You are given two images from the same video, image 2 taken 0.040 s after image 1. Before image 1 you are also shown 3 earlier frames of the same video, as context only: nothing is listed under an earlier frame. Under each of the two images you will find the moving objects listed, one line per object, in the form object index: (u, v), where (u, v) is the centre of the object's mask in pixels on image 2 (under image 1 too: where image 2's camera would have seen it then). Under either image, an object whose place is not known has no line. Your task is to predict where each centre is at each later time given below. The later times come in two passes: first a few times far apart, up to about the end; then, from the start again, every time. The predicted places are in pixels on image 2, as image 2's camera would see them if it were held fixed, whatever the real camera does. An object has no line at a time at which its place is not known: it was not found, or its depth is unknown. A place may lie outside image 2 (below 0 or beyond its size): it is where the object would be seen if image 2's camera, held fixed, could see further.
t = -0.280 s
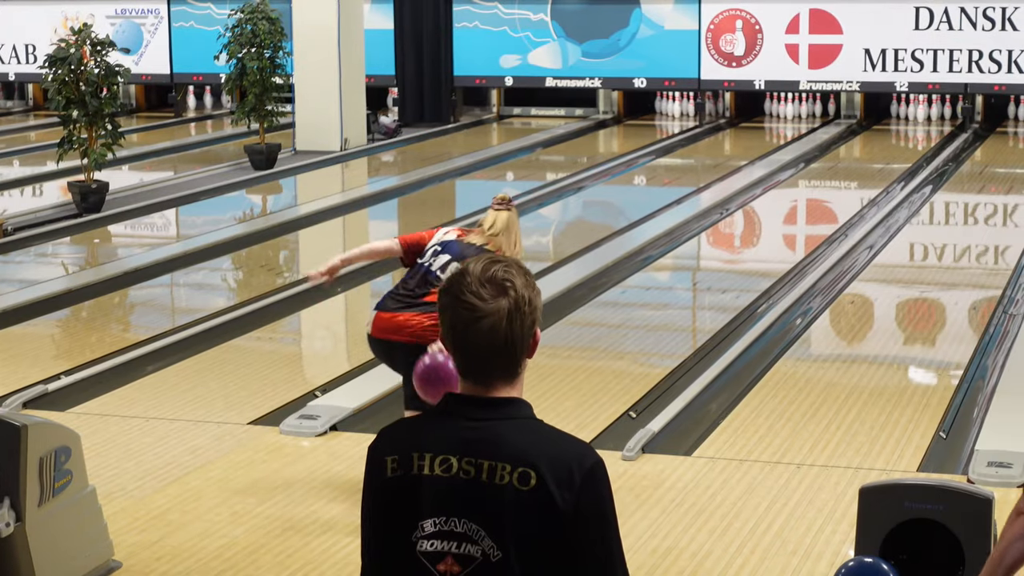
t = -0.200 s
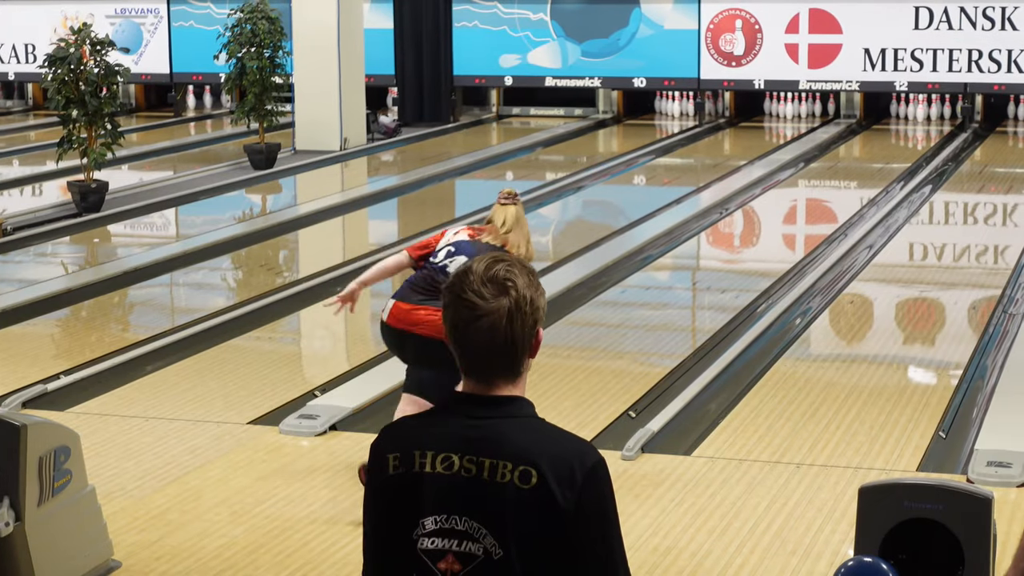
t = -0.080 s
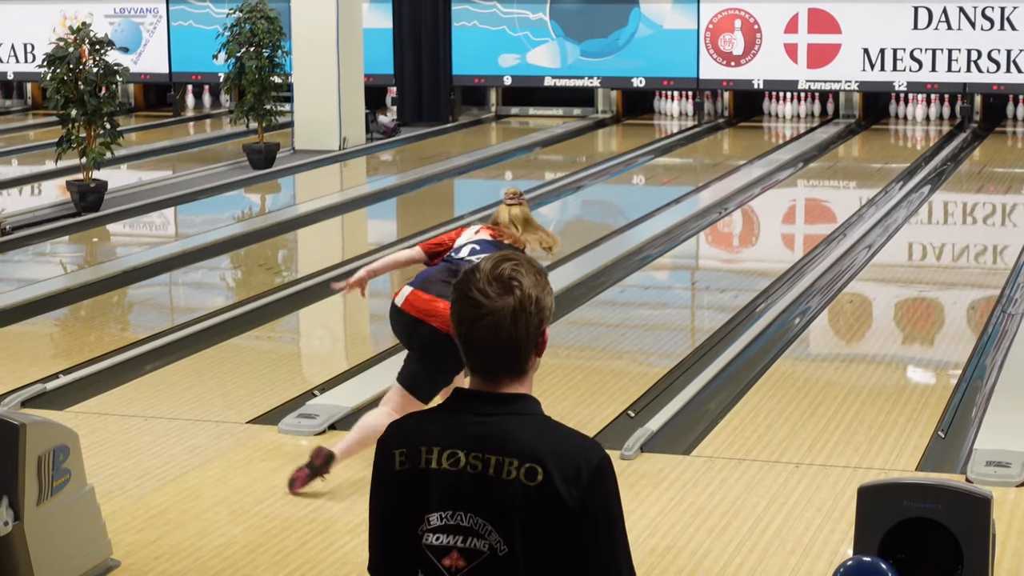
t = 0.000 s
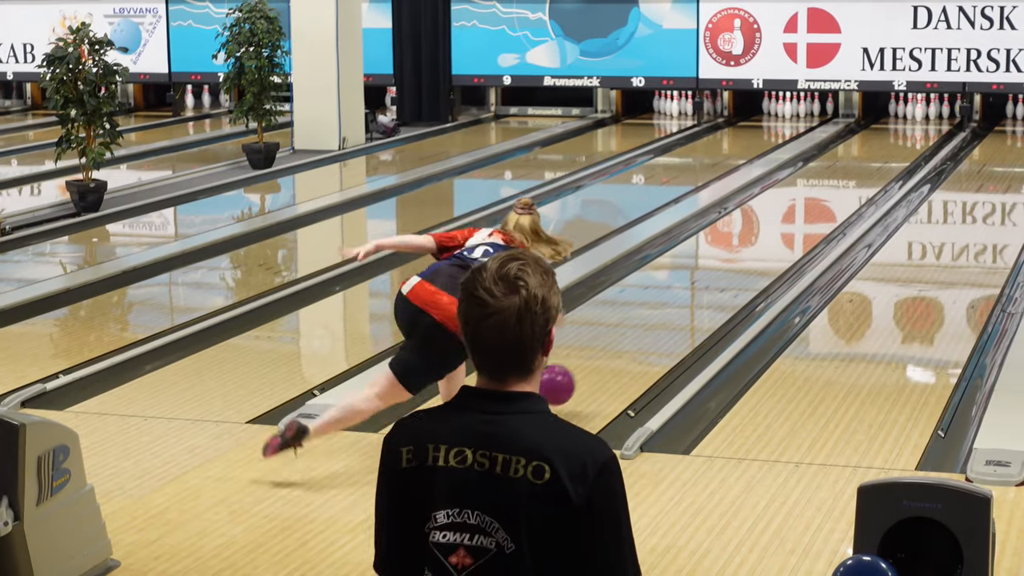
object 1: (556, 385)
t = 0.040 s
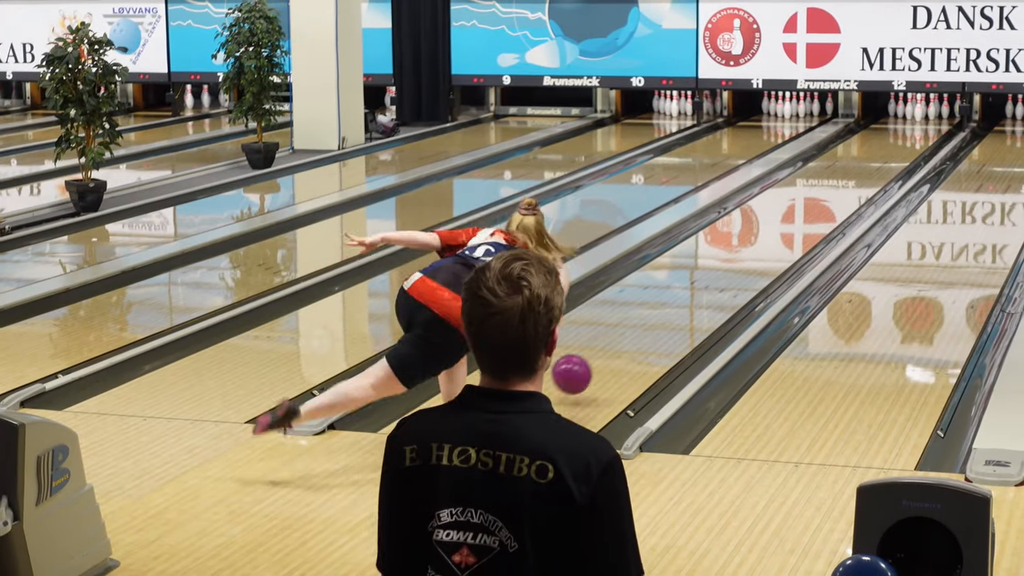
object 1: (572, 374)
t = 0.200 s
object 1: (634, 341)
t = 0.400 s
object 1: (696, 296)
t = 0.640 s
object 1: (754, 255)
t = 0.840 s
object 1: (792, 227)
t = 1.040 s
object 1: (823, 205)
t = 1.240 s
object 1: (850, 185)
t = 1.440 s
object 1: (873, 168)
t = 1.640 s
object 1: (892, 154)
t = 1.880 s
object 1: (910, 139)
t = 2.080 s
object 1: (920, 129)
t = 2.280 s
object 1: (926, 120)
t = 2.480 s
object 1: (931, 113)
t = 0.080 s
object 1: (589, 367)
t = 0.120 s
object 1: (604, 362)
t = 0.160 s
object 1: (620, 350)
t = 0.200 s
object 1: (634, 341)
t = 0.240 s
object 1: (647, 331)
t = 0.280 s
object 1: (660, 322)
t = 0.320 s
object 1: (673, 313)
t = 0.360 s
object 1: (685, 304)
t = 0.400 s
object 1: (696, 296)
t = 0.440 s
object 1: (707, 288)
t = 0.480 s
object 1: (717, 281)
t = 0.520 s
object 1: (727, 274)
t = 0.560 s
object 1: (736, 267)
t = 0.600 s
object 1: (745, 261)
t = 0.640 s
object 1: (754, 255)
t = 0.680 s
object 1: (761, 249)
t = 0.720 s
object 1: (770, 243)
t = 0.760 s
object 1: (777, 238)
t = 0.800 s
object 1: (785, 233)
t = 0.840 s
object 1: (792, 227)
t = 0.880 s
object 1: (799, 223)
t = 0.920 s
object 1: (805, 218)
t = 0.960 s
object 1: (812, 213)
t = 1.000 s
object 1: (818, 209)
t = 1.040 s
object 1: (823, 205)
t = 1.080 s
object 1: (829, 200)
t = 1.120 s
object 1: (835, 196)
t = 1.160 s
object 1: (840, 192)
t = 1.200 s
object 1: (845, 189)
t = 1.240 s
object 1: (850, 185)
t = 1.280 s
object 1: (855, 181)
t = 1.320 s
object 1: (860, 178)
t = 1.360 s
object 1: (864, 175)
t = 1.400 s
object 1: (869, 171)
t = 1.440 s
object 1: (873, 168)
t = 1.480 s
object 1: (877, 165)
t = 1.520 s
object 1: (881, 162)
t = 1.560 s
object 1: (885, 159)
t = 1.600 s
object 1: (889, 157)
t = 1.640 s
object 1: (892, 154)
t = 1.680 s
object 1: (896, 151)
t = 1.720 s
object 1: (899, 149)
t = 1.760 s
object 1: (902, 146)
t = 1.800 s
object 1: (904, 144)
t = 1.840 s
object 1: (907, 142)
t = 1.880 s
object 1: (910, 139)
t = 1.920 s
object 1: (912, 137)
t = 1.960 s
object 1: (914, 135)
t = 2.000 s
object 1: (916, 133)
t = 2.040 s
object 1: (918, 131)
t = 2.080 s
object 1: (920, 129)
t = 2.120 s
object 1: (922, 127)
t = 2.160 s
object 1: (923, 126)
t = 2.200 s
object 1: (924, 124)
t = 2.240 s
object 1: (925, 122)
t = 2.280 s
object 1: (926, 120)
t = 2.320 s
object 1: (927, 119)
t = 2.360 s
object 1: (928, 117)
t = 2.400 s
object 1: (928, 116)
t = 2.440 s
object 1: (929, 115)
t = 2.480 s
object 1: (931, 113)
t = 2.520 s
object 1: (933, 112)
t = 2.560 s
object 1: (934, 111)
